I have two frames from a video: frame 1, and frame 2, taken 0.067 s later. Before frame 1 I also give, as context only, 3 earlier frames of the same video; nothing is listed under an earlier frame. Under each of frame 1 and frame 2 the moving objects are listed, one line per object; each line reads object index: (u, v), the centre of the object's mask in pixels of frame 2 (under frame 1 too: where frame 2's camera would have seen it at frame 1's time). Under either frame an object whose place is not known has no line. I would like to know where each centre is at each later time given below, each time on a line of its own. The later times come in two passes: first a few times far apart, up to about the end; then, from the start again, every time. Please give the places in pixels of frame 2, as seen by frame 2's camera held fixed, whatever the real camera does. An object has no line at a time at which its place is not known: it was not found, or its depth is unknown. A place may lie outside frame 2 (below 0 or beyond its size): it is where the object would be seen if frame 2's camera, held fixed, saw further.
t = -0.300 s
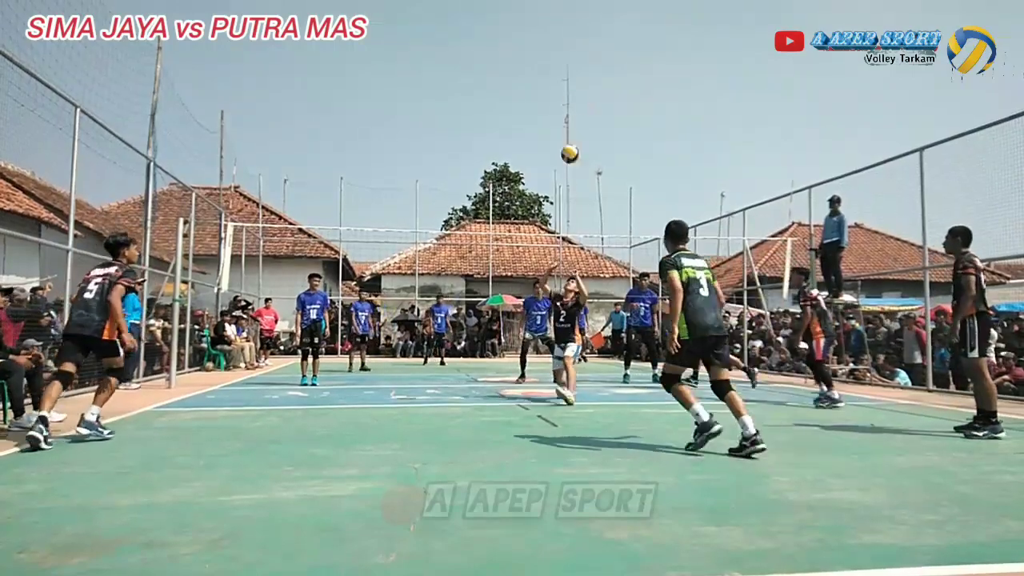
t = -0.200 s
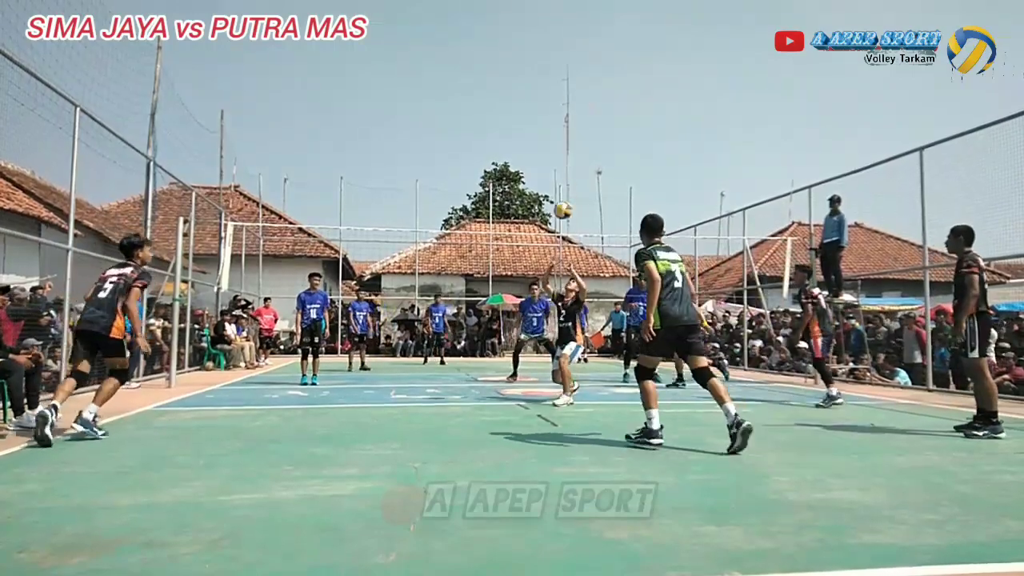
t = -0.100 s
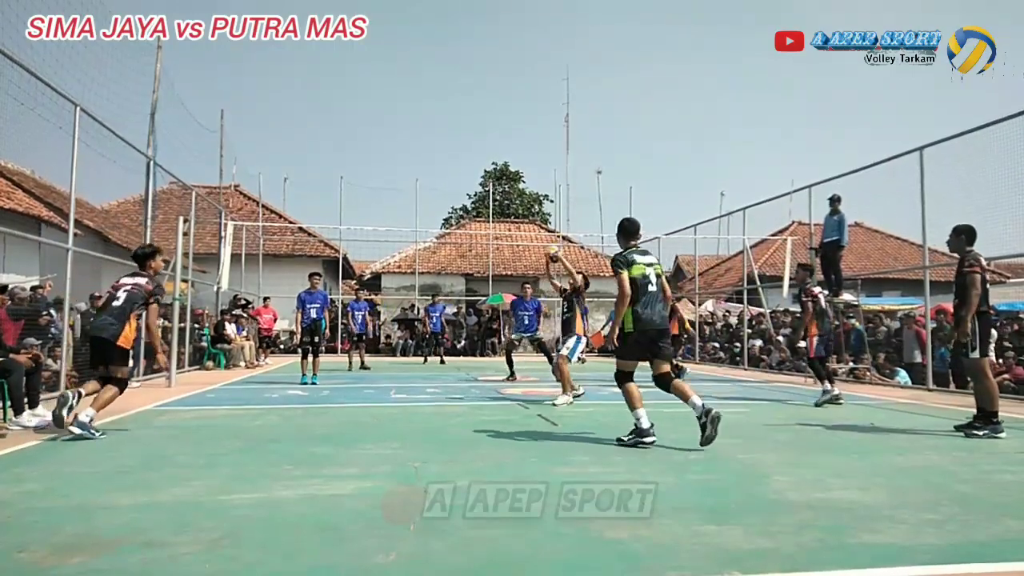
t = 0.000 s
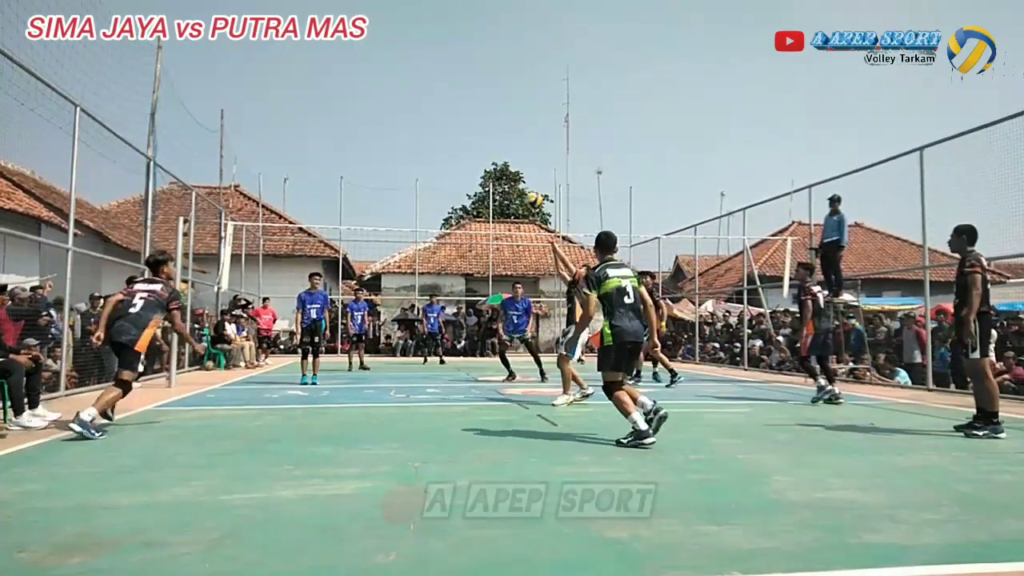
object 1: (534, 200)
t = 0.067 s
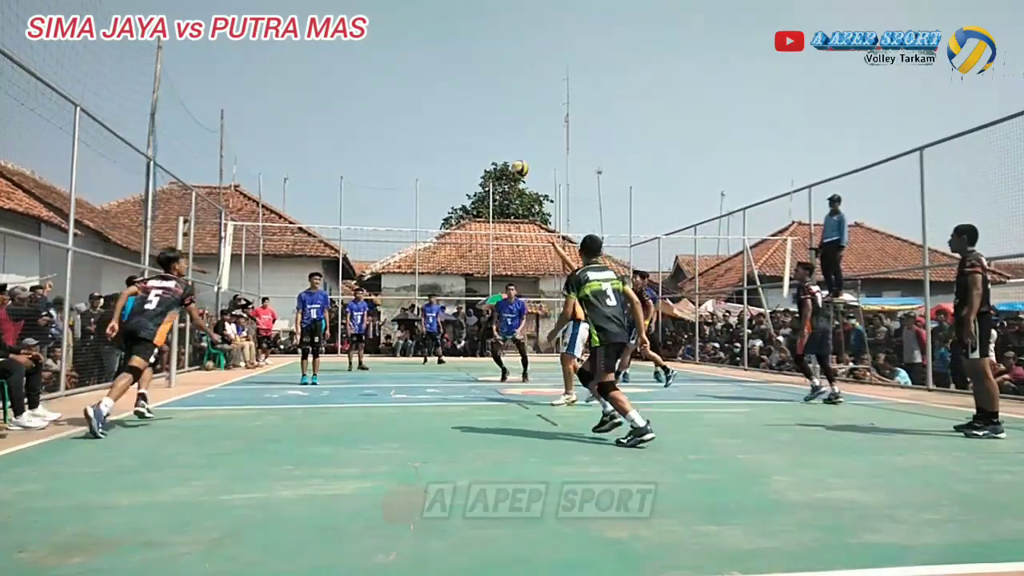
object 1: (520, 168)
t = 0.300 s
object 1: (472, 86)
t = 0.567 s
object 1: (422, 46)
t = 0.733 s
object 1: (392, 50)
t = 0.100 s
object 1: (513, 154)
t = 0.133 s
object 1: (505, 140)
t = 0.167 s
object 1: (499, 128)
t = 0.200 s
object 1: (492, 116)
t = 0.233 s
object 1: (486, 105)
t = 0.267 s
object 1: (479, 95)
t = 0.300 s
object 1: (472, 86)
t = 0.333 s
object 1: (466, 78)
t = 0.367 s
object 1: (460, 71)
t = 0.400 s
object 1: (453, 64)
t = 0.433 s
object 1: (447, 59)
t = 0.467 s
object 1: (441, 54)
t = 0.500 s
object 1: (434, 50)
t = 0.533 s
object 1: (428, 48)
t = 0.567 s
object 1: (422, 46)
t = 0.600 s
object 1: (416, 45)
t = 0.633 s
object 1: (410, 45)
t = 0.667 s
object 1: (404, 46)
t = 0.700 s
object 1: (398, 47)
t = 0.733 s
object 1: (392, 50)
